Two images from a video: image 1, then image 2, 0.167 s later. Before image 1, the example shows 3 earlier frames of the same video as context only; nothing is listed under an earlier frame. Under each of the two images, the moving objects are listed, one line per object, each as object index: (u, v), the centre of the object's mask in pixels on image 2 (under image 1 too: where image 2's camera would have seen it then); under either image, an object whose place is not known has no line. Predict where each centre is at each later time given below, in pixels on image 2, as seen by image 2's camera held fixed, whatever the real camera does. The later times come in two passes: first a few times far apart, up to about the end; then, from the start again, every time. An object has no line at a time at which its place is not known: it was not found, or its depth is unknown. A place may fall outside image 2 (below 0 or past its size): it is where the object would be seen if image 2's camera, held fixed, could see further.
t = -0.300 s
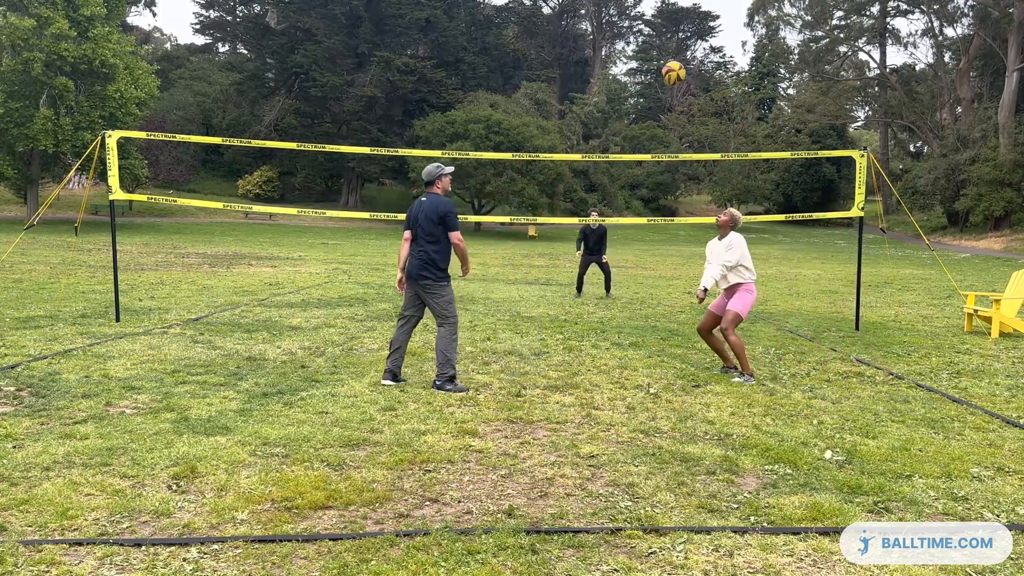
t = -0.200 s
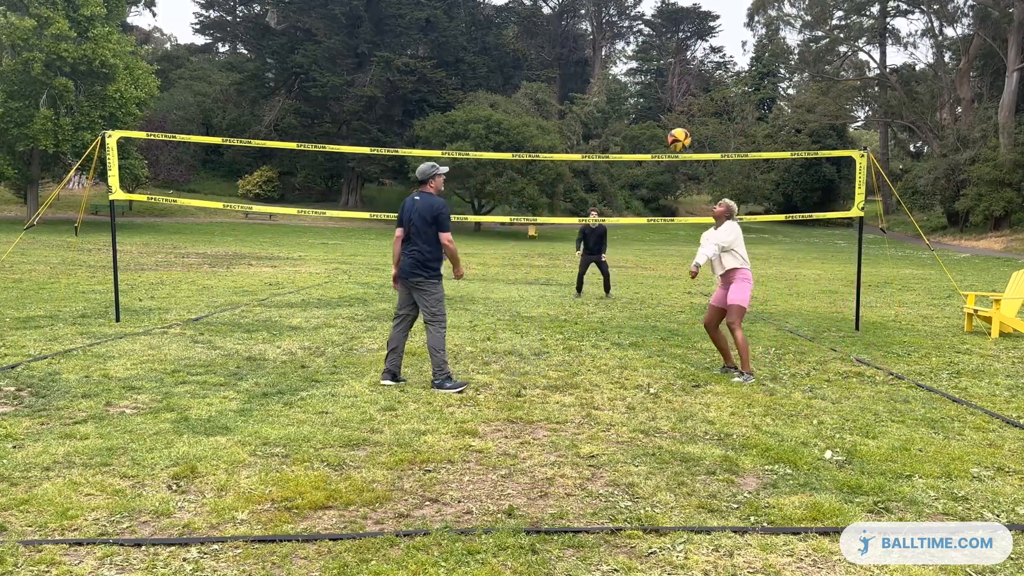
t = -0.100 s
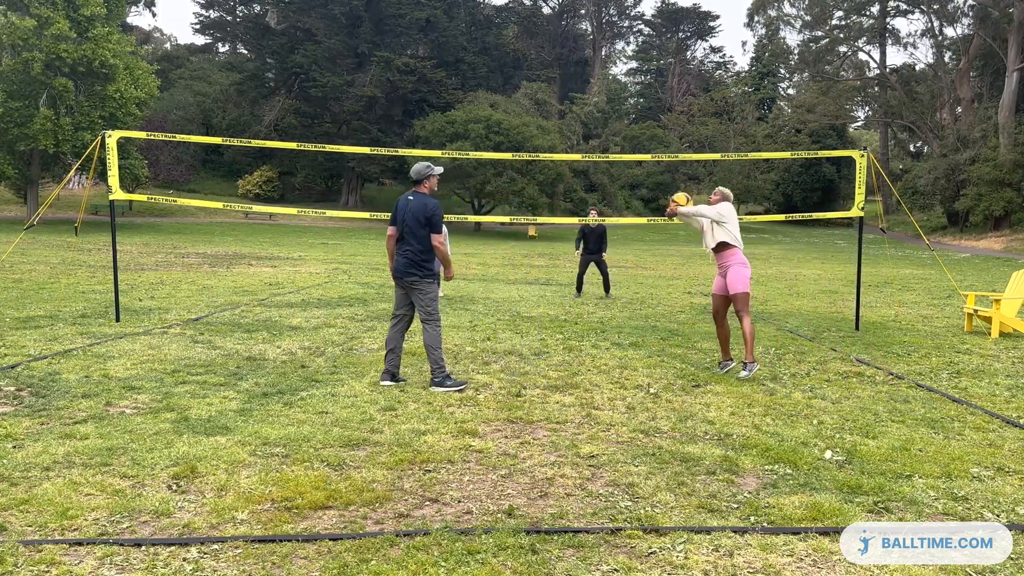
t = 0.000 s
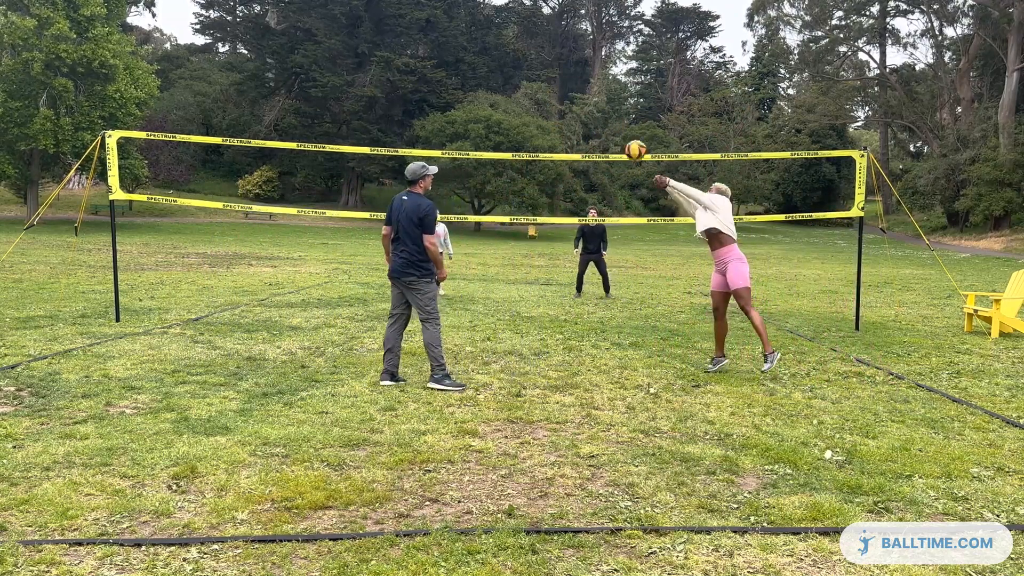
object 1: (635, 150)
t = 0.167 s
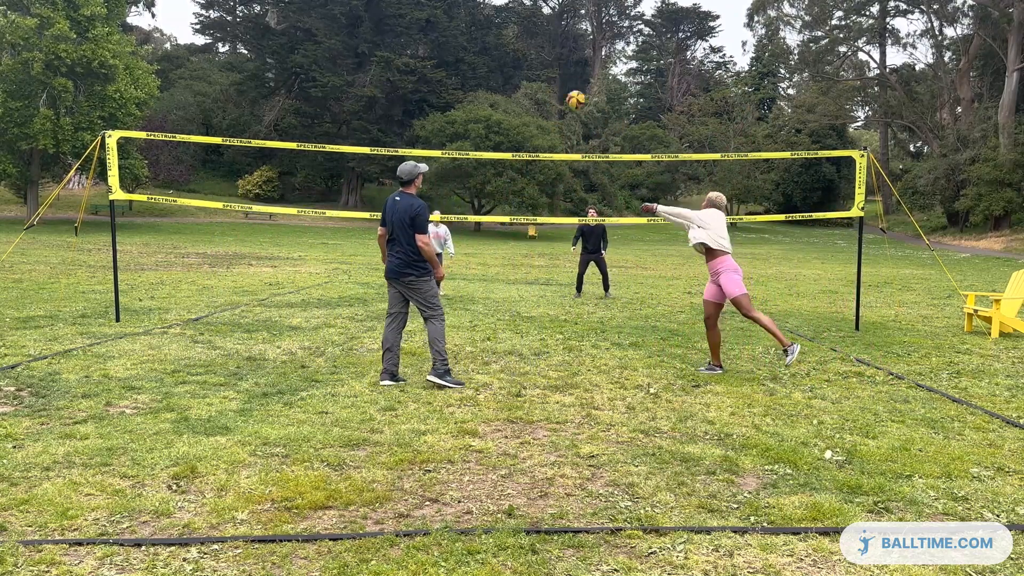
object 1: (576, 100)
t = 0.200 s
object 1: (565, 94)
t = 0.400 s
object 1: (512, 85)
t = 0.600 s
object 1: (472, 104)
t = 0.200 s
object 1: (565, 94)
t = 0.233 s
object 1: (555, 90)
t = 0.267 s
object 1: (546, 86)
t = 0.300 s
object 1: (537, 84)
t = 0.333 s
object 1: (528, 84)
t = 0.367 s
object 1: (520, 83)
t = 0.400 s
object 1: (512, 85)
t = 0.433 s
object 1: (505, 86)
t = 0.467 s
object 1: (498, 88)
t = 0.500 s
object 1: (491, 91)
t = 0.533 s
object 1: (484, 95)
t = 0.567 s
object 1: (479, 99)
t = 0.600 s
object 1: (472, 104)
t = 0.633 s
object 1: (466, 110)
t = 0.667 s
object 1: (461, 116)
